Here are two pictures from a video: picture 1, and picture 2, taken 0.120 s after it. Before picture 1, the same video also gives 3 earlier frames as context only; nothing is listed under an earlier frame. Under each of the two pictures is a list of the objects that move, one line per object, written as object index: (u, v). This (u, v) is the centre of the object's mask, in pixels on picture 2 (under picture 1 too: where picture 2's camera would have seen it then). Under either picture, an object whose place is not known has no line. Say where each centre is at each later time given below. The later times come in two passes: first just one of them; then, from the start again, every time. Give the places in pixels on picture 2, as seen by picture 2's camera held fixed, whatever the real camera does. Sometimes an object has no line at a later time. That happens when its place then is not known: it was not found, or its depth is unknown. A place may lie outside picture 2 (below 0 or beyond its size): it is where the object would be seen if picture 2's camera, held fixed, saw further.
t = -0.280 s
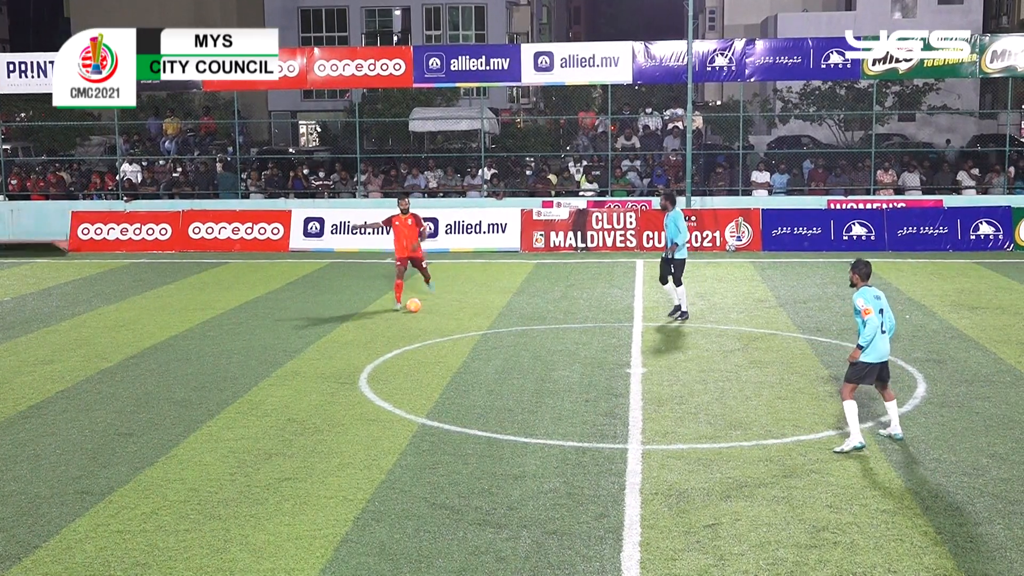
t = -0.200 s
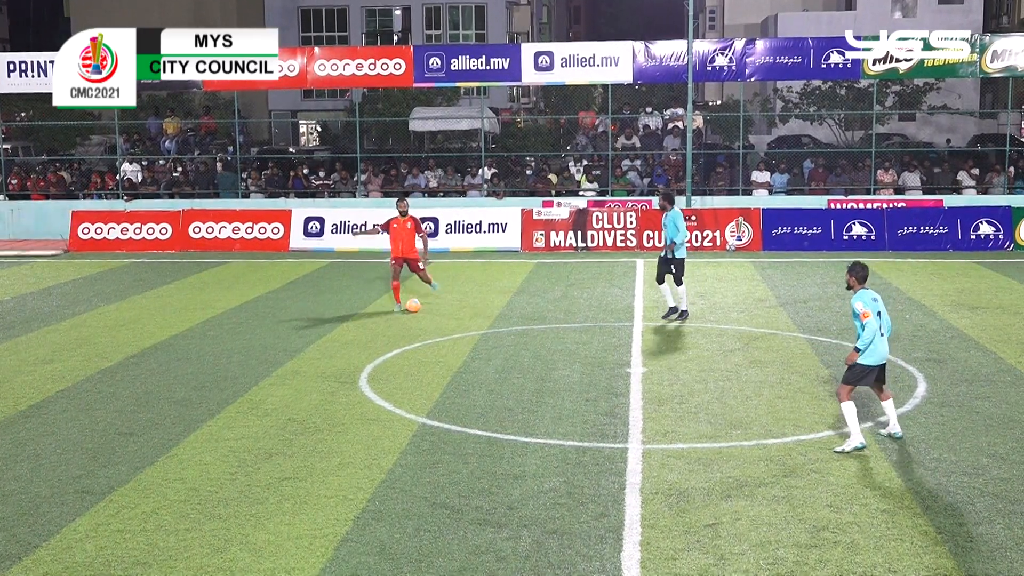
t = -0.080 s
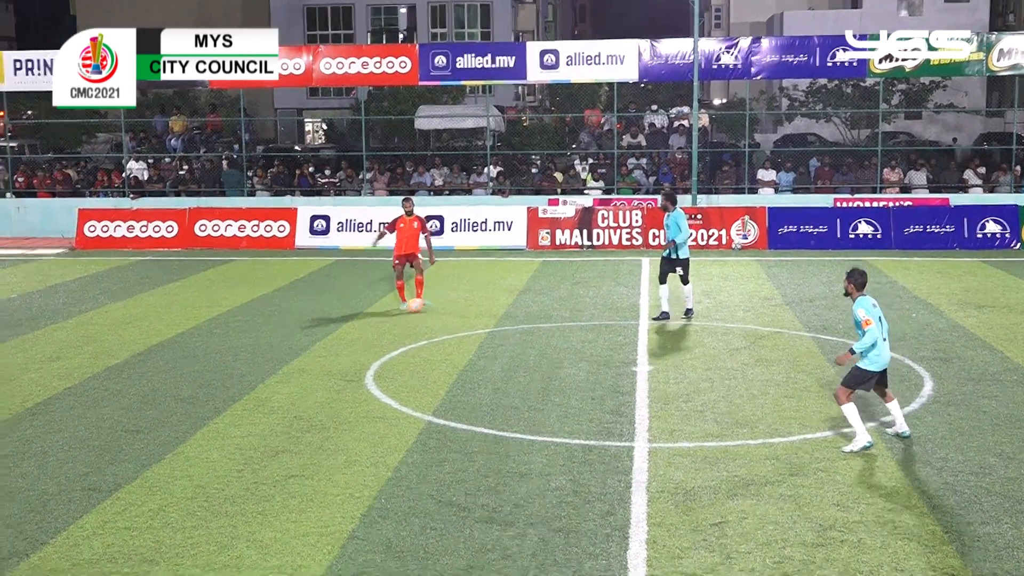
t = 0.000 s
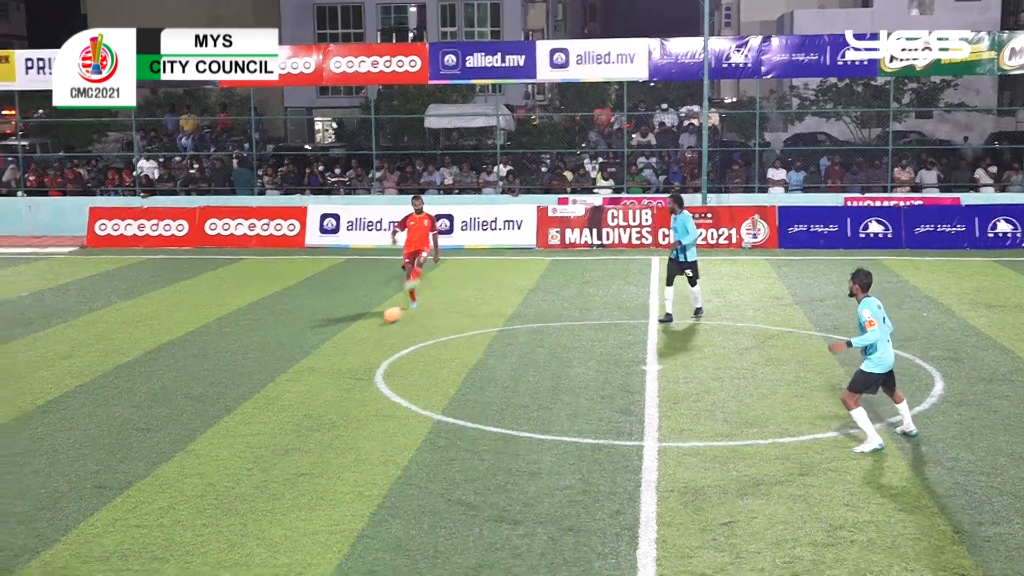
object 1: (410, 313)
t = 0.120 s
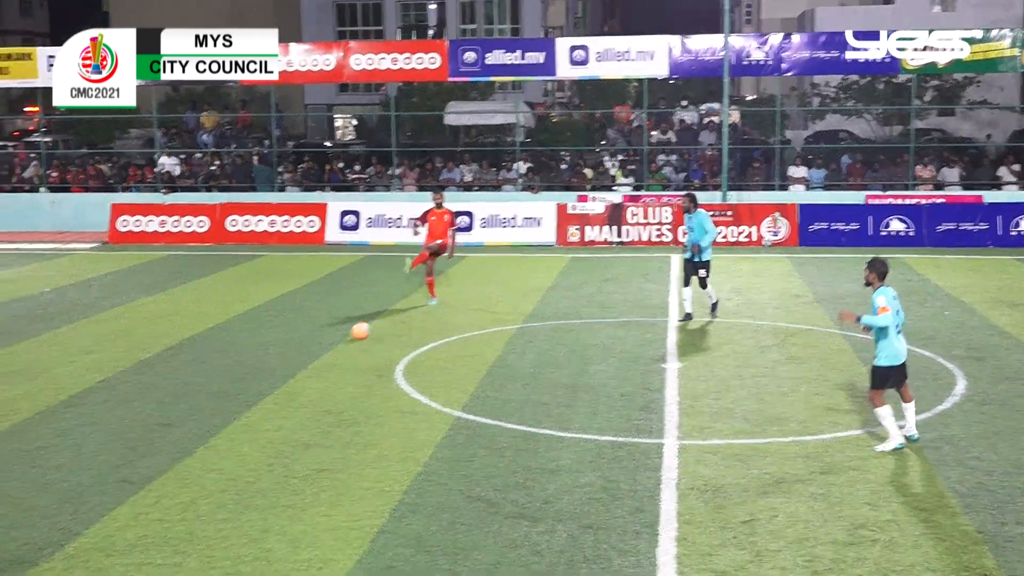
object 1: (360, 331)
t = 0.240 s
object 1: (307, 350)
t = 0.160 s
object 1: (343, 337)
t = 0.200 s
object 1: (325, 344)
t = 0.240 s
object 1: (307, 350)
